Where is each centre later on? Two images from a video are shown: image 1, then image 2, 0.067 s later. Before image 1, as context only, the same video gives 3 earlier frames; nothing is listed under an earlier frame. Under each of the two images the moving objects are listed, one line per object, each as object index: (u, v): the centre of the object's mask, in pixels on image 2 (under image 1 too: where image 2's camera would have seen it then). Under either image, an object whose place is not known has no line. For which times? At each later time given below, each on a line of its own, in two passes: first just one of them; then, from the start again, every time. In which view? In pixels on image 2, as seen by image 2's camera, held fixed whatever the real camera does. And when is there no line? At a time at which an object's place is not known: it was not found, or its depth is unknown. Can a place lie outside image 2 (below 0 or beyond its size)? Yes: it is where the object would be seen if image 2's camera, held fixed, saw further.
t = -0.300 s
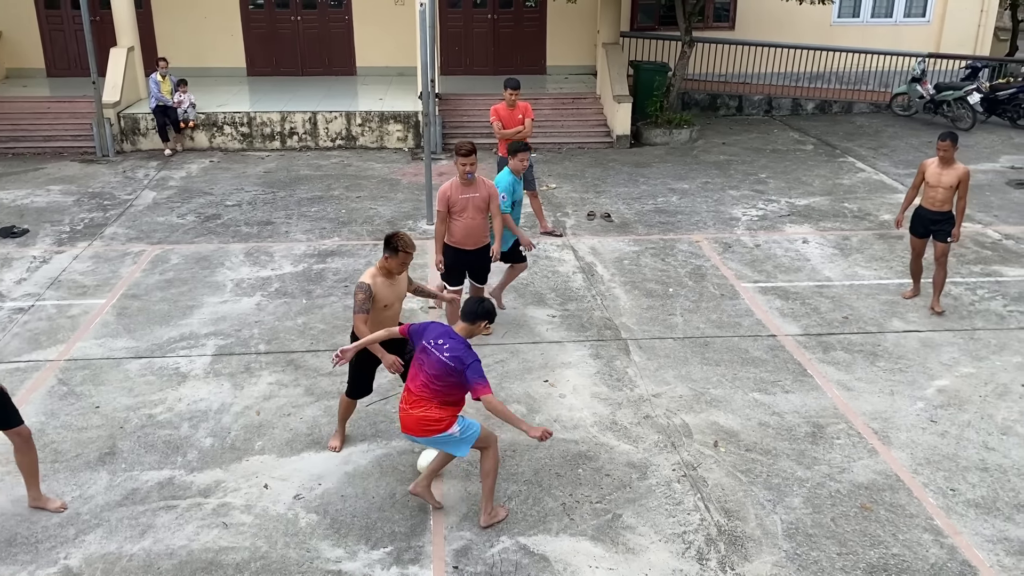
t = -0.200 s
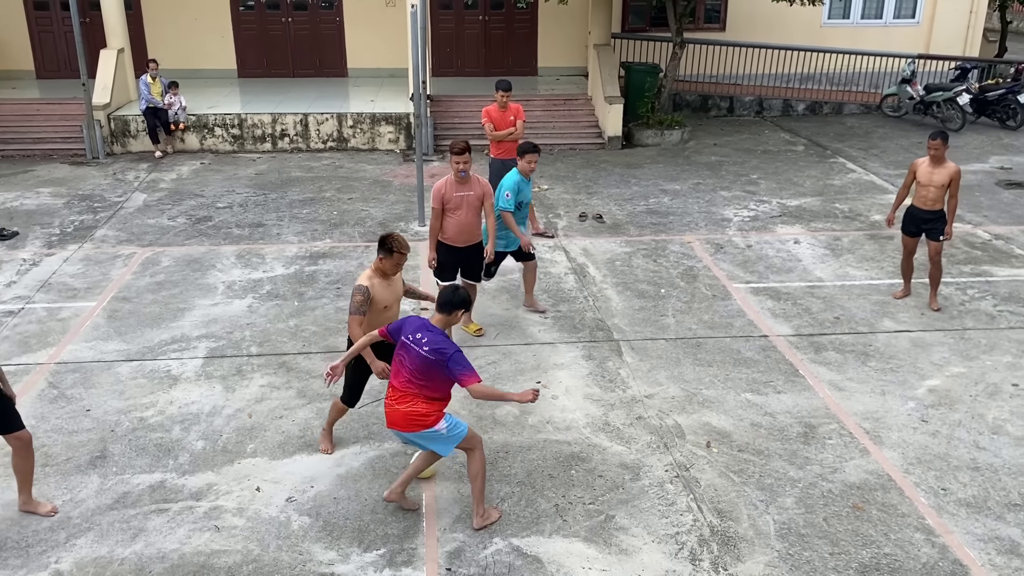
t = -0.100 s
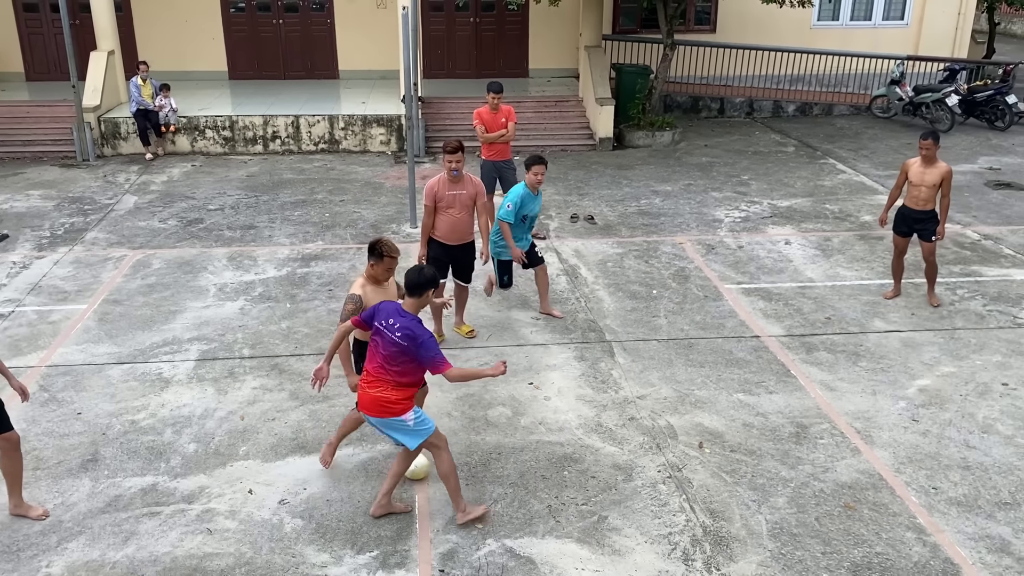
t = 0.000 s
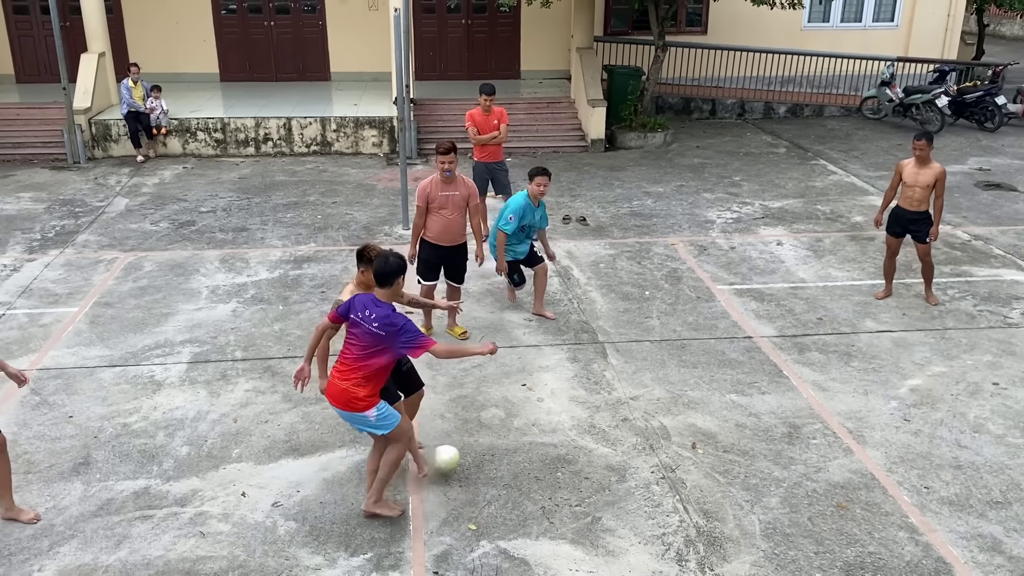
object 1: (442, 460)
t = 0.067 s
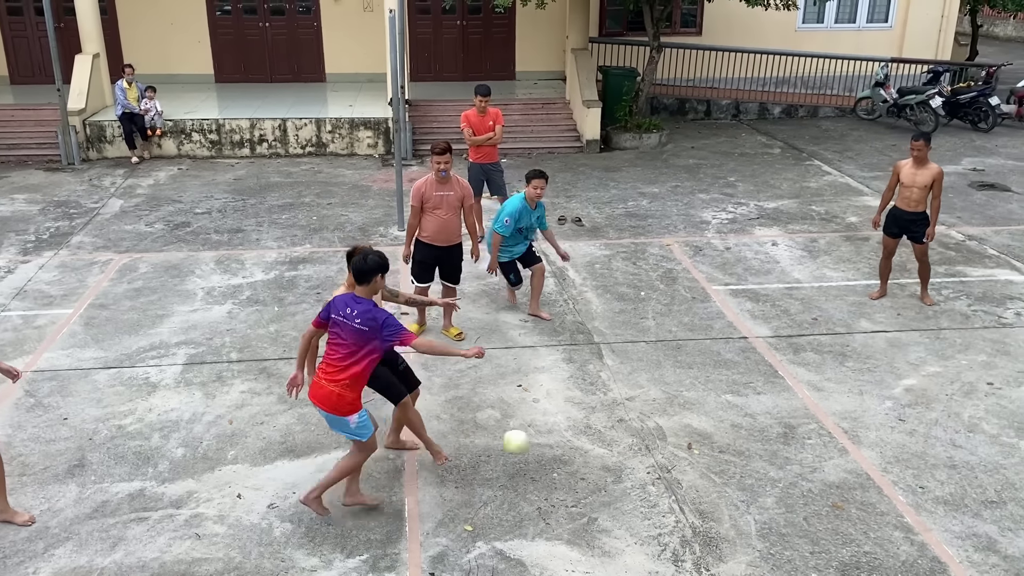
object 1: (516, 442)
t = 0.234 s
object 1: (695, 427)
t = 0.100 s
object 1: (552, 435)
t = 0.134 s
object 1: (589, 431)
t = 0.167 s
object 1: (625, 428)
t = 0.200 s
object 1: (660, 426)
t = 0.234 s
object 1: (695, 427)
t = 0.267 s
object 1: (728, 429)
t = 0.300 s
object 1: (762, 433)
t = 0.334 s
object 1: (794, 435)
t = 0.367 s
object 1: (822, 430)
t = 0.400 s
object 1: (849, 426)
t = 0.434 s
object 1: (874, 424)
